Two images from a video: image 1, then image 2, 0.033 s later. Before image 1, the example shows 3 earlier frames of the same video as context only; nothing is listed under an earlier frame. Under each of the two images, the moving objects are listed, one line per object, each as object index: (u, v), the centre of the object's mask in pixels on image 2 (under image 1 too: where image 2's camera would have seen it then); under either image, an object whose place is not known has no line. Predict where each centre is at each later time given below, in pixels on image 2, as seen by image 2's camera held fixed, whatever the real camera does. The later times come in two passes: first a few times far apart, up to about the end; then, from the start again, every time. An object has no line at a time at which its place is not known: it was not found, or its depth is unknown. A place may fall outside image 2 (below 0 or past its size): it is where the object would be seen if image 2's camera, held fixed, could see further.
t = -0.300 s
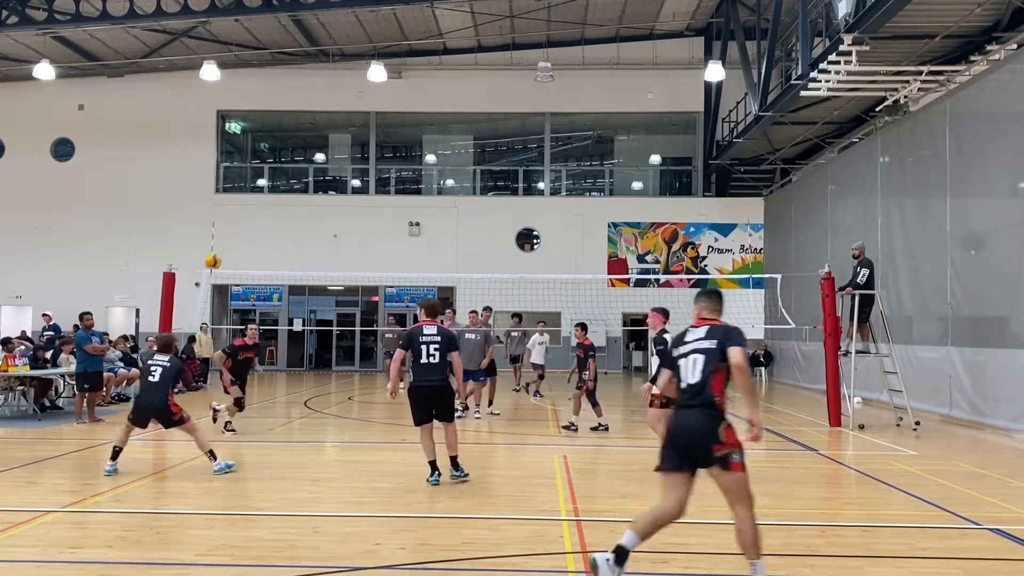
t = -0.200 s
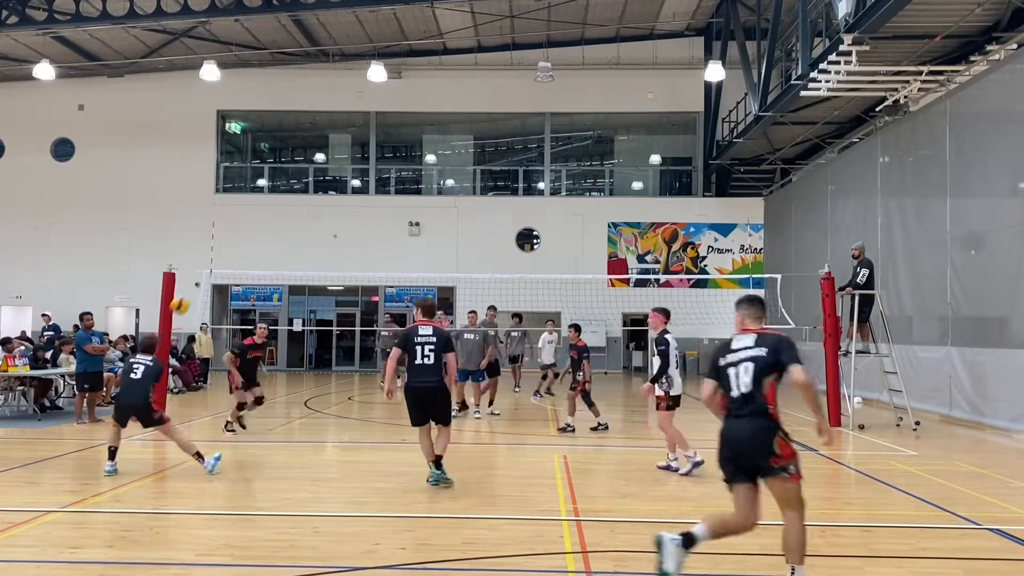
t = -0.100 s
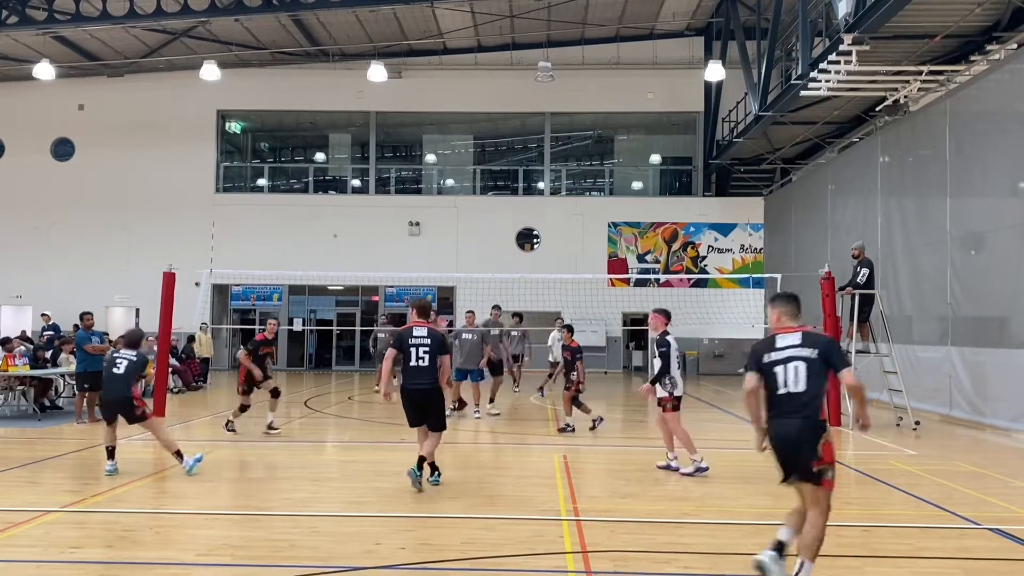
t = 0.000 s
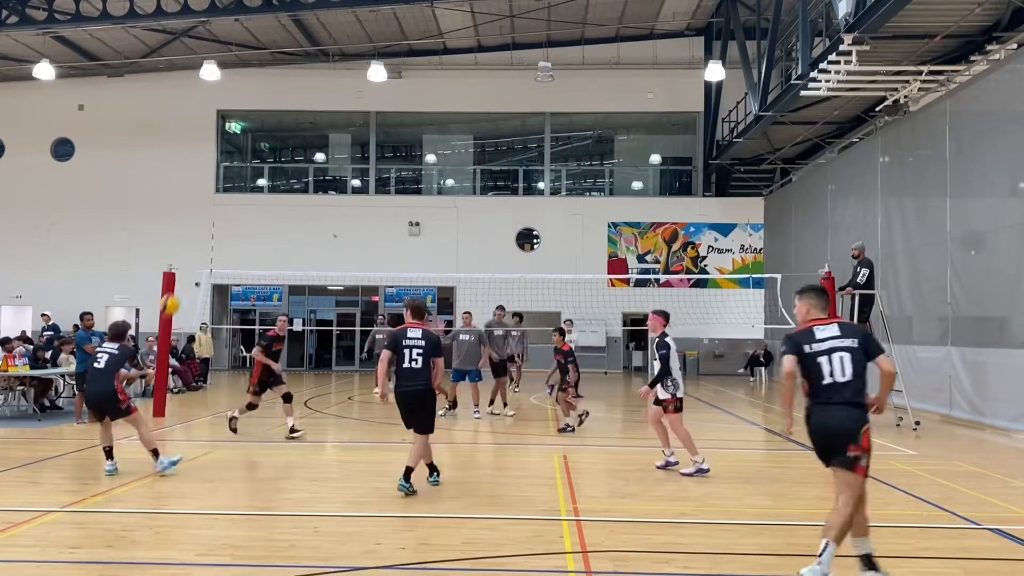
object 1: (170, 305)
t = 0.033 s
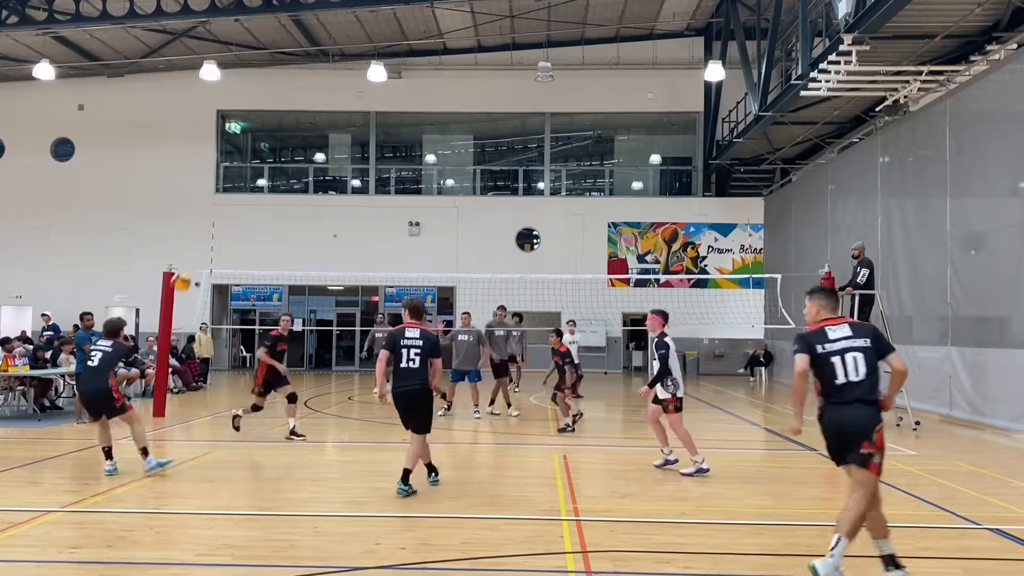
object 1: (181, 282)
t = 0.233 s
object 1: (247, 173)
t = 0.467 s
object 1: (313, 101)
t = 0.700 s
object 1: (369, 76)
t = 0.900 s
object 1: (414, 85)
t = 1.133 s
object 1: (457, 126)
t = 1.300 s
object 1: (485, 172)
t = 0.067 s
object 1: (193, 260)
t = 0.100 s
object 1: (204, 240)
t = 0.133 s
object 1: (215, 221)
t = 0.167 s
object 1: (228, 203)
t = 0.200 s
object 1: (237, 186)
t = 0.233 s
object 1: (247, 173)
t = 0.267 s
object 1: (257, 158)
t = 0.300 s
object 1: (266, 146)
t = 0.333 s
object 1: (276, 135)
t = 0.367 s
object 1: (286, 124)
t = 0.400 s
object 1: (296, 115)
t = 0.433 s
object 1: (305, 109)
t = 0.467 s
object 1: (313, 101)
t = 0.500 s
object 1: (322, 94)
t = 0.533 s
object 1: (330, 89)
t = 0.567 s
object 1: (339, 84)
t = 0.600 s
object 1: (345, 81)
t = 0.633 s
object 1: (355, 78)
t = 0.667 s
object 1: (361, 76)
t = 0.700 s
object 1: (369, 76)
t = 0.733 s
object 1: (376, 74)
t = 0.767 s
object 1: (385, 76)
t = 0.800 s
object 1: (392, 76)
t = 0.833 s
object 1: (398, 78)
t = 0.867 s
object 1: (405, 81)
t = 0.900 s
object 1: (414, 85)
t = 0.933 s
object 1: (419, 89)
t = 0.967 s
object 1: (426, 93)
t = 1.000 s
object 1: (432, 98)
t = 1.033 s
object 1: (438, 105)
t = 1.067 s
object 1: (445, 111)
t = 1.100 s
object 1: (451, 117)
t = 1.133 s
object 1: (457, 126)
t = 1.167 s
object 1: (463, 134)
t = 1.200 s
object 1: (469, 143)
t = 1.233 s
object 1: (474, 151)
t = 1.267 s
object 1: (479, 161)
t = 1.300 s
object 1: (485, 172)
